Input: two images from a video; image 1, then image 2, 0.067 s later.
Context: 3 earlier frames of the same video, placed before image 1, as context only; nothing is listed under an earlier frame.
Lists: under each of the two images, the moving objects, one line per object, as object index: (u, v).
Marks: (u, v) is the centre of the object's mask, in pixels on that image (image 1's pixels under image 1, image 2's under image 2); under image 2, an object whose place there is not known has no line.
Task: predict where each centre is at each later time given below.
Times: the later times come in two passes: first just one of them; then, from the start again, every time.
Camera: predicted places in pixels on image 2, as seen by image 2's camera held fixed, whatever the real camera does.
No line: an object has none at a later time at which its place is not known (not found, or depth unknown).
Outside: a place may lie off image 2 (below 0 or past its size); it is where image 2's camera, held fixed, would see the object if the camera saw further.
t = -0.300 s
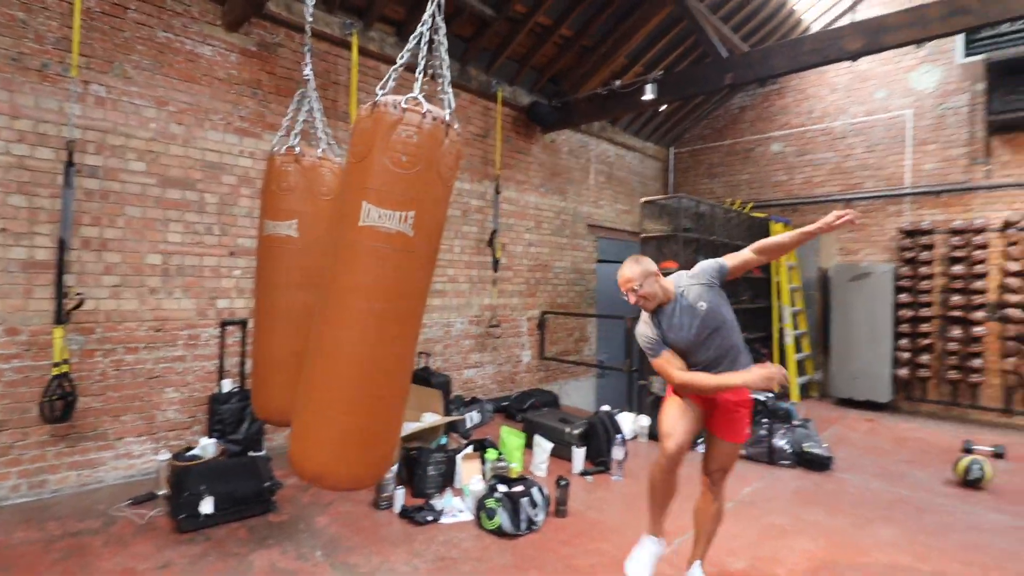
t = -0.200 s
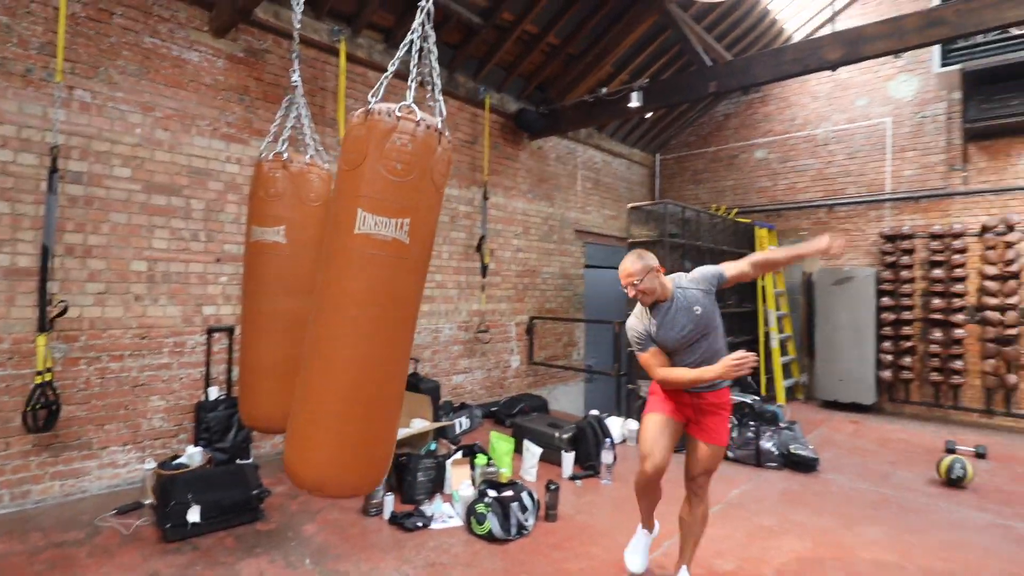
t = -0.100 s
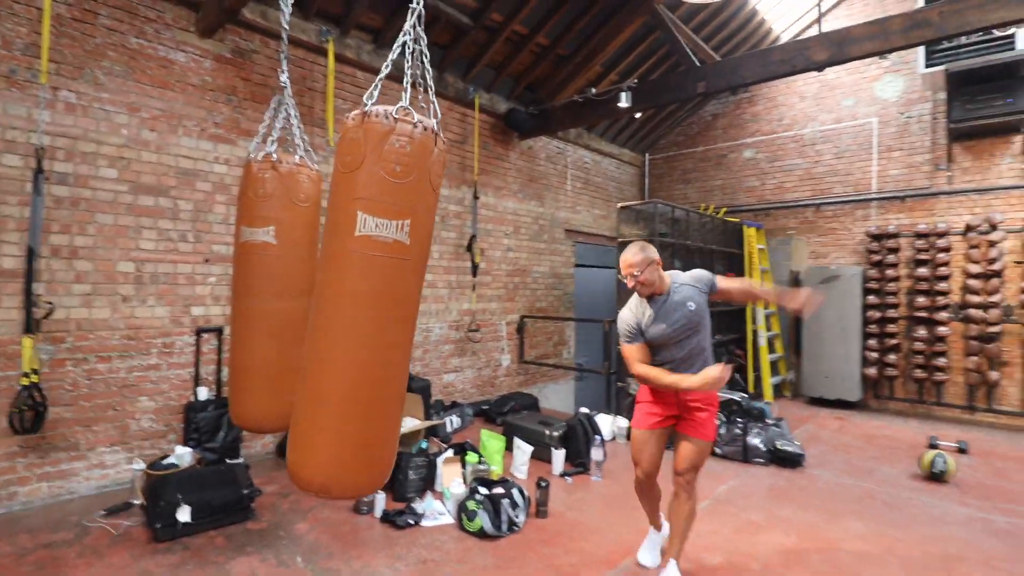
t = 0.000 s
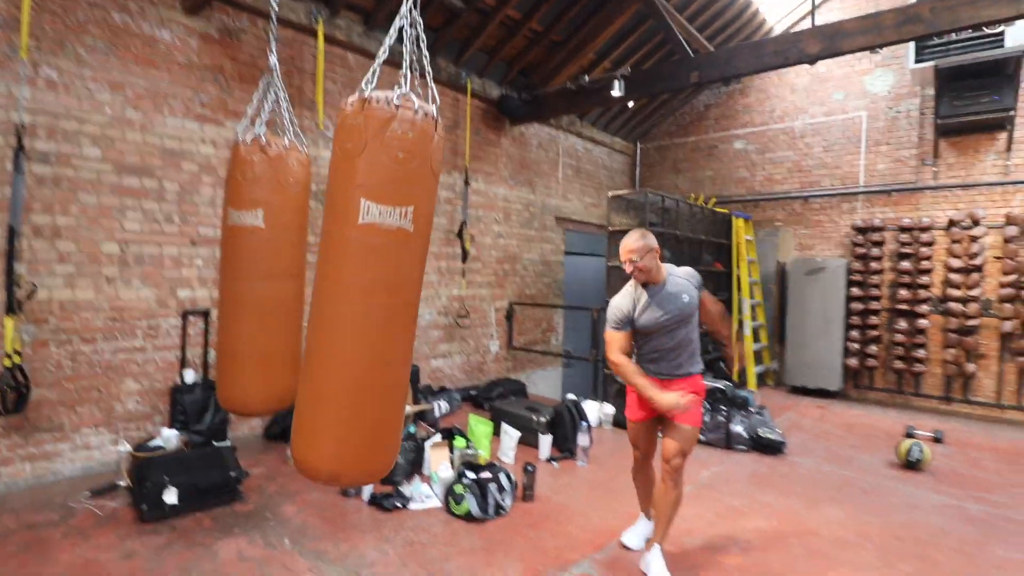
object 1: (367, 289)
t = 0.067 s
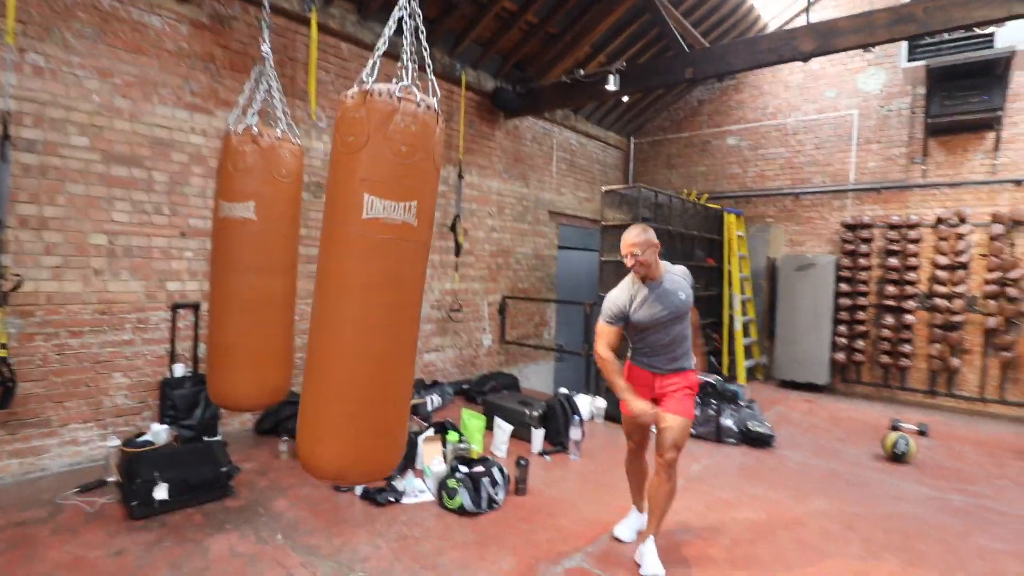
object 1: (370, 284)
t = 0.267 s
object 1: (404, 288)
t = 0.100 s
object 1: (376, 283)
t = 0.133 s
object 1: (382, 283)
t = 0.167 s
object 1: (388, 286)
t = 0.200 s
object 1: (396, 288)
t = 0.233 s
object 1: (401, 289)
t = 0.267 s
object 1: (404, 288)
